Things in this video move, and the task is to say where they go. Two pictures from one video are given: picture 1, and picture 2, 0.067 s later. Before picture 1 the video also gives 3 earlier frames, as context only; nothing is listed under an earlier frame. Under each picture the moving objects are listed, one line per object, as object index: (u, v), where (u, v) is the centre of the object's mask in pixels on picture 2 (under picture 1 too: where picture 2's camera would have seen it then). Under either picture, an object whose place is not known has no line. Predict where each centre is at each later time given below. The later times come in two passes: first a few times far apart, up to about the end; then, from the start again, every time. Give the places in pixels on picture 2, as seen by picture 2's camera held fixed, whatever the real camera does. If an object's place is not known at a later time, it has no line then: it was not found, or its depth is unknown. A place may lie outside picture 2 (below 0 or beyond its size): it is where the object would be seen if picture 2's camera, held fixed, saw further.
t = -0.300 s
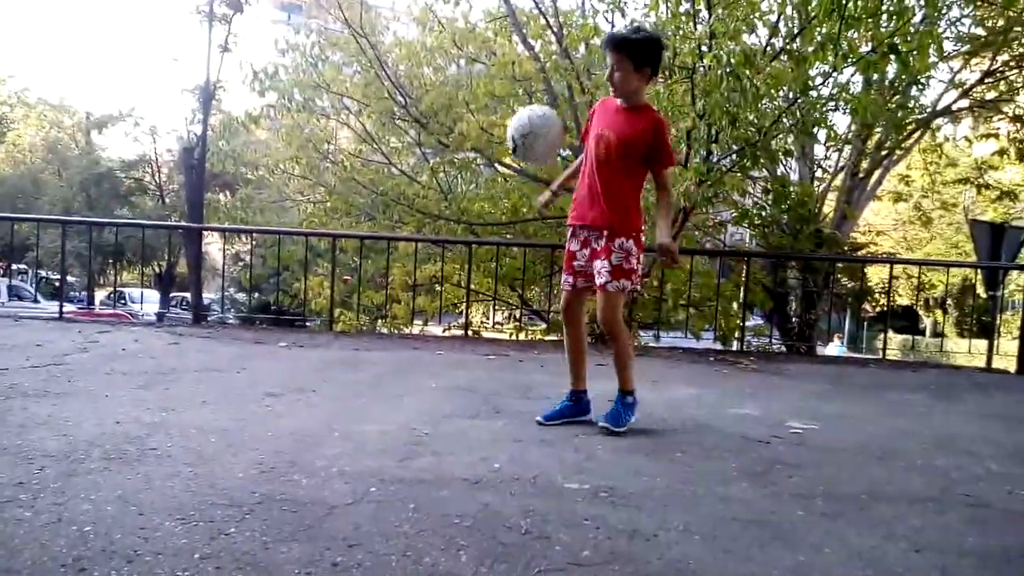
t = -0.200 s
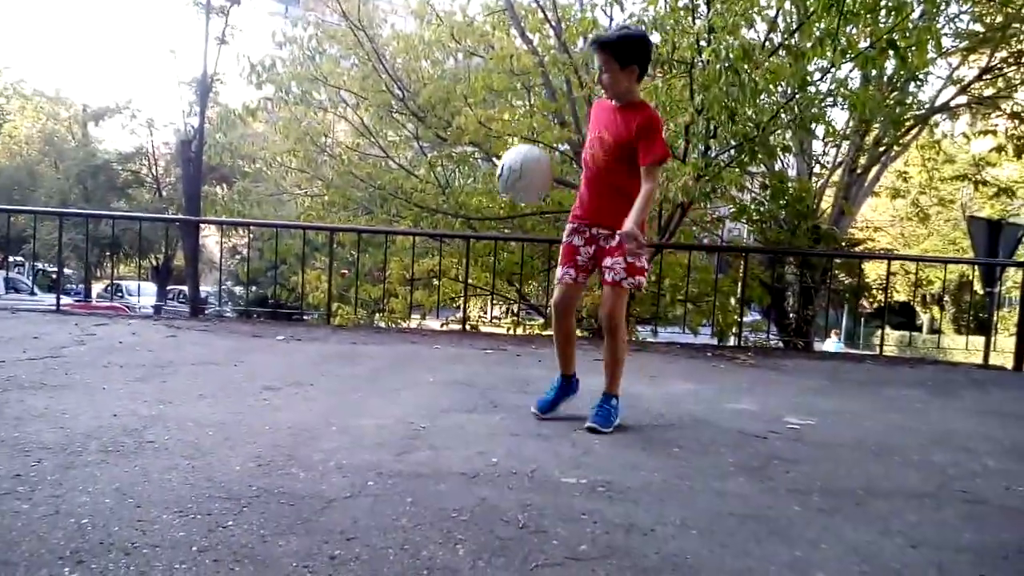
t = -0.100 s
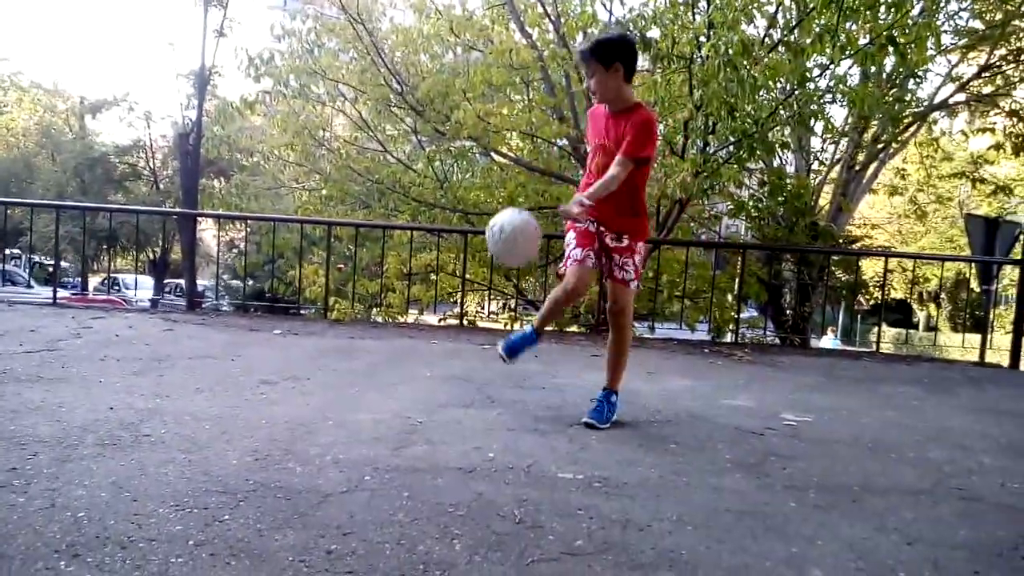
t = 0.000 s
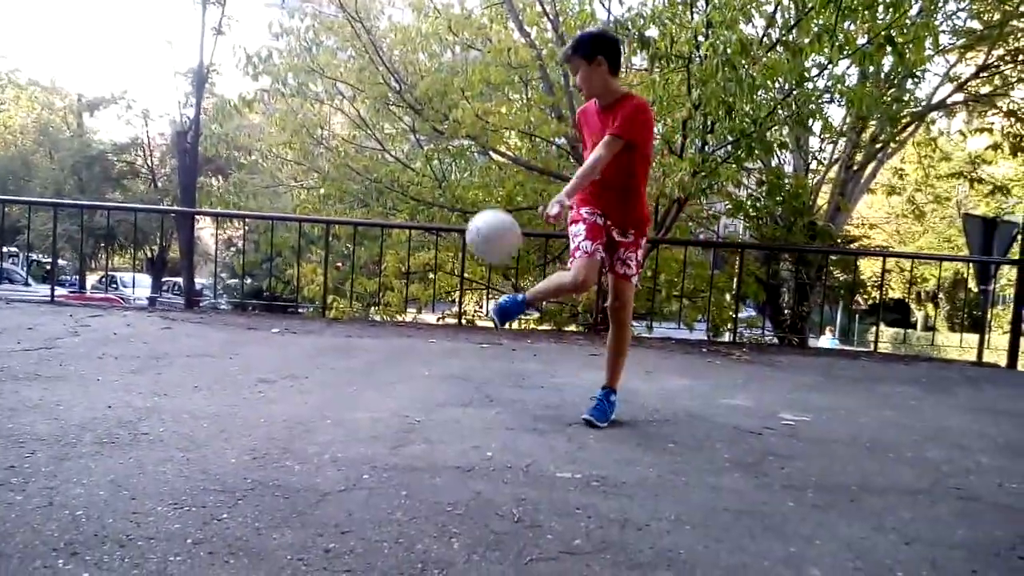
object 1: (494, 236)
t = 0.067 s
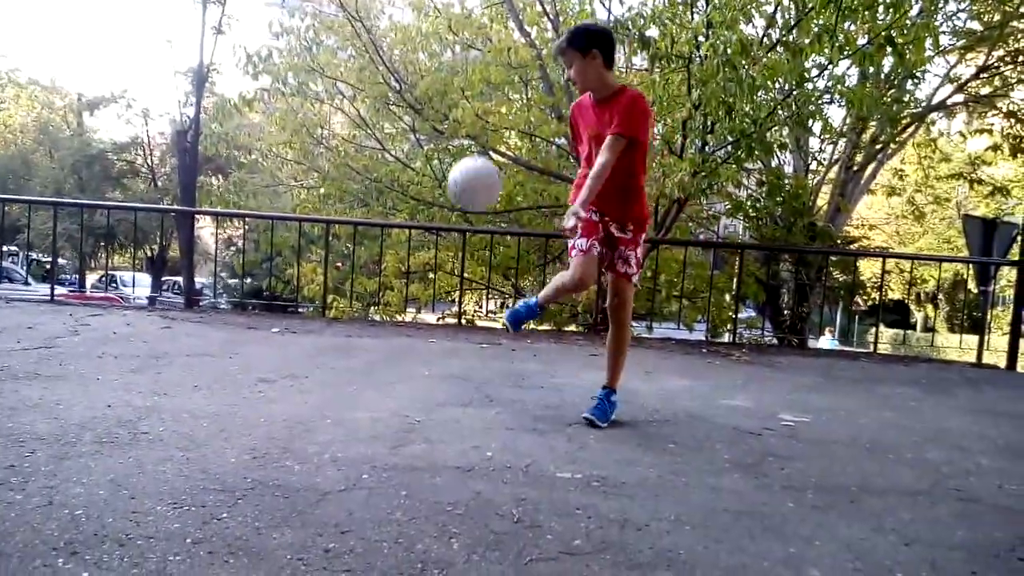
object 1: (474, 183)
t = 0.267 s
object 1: (418, 88)
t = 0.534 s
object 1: (335, 108)
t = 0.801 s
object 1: (254, 293)
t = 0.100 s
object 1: (465, 161)
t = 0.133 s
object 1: (456, 141)
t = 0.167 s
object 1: (447, 125)
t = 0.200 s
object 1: (437, 110)
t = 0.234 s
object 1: (427, 97)
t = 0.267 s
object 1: (418, 88)
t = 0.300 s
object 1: (407, 81)
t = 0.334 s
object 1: (397, 76)
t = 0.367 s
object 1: (387, 75)
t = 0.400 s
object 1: (376, 77)
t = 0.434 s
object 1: (366, 80)
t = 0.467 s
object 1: (356, 87)
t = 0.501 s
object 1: (345, 97)
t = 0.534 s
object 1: (335, 108)
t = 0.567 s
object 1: (324, 123)
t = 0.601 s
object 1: (314, 140)
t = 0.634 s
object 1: (305, 161)
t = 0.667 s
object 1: (293, 182)
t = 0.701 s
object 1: (283, 207)
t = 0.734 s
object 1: (273, 235)
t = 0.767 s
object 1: (263, 264)
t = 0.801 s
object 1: (254, 293)
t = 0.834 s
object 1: (244, 328)
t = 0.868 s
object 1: (235, 357)
